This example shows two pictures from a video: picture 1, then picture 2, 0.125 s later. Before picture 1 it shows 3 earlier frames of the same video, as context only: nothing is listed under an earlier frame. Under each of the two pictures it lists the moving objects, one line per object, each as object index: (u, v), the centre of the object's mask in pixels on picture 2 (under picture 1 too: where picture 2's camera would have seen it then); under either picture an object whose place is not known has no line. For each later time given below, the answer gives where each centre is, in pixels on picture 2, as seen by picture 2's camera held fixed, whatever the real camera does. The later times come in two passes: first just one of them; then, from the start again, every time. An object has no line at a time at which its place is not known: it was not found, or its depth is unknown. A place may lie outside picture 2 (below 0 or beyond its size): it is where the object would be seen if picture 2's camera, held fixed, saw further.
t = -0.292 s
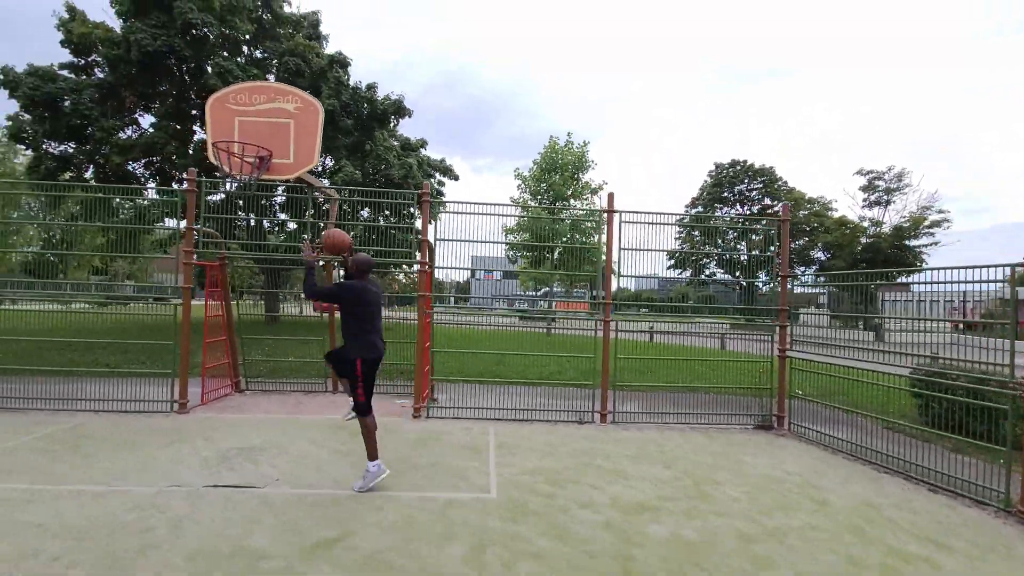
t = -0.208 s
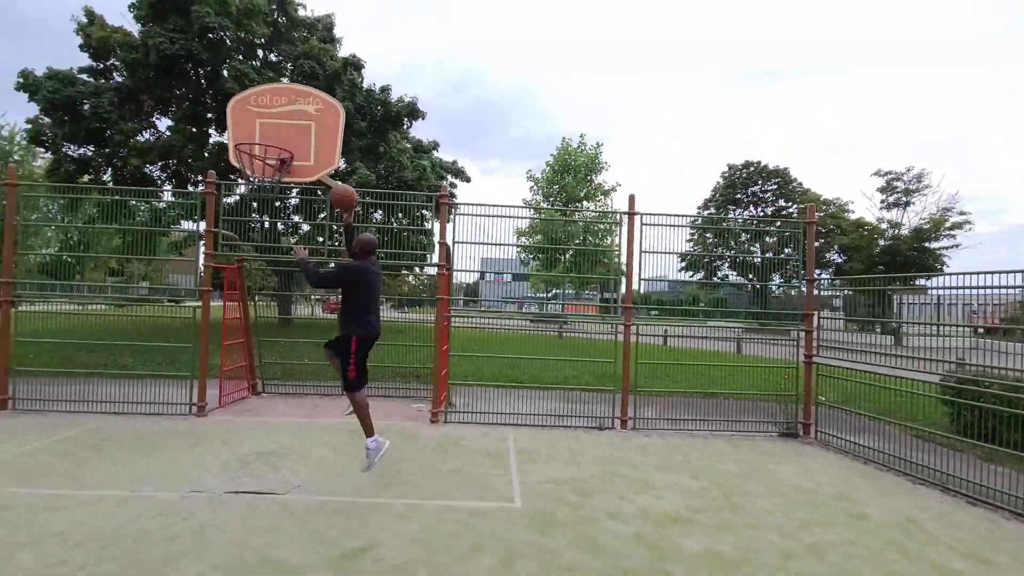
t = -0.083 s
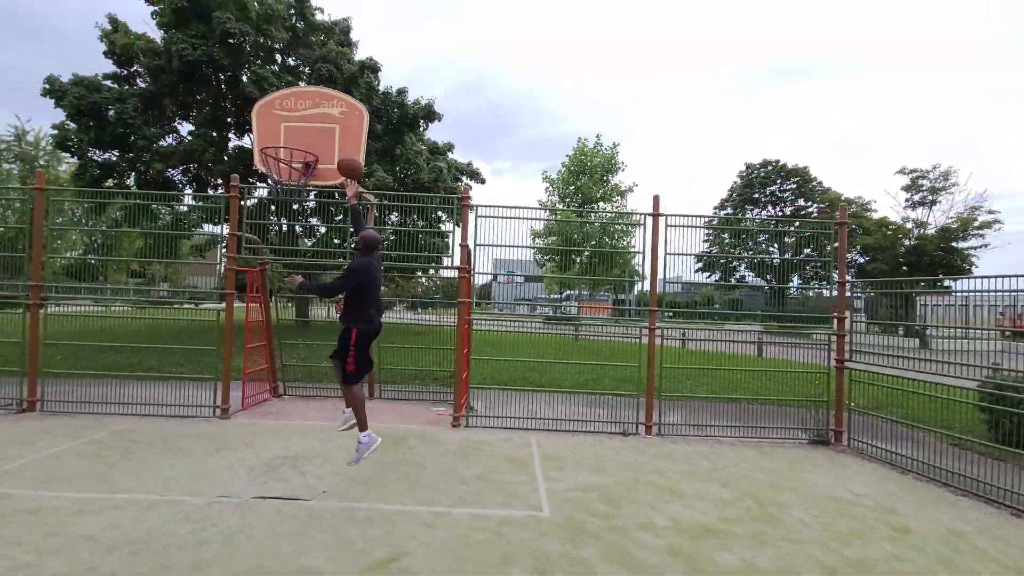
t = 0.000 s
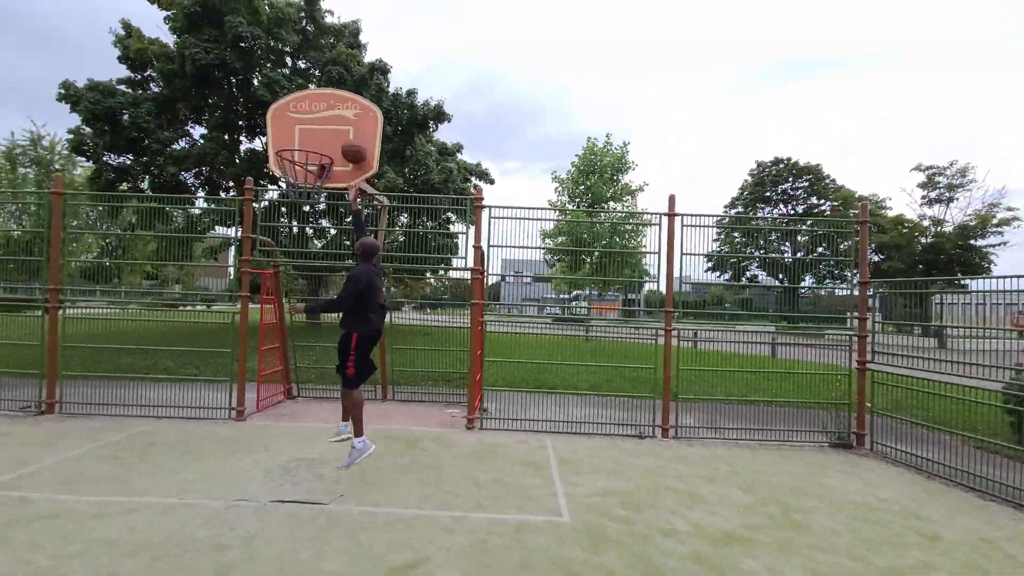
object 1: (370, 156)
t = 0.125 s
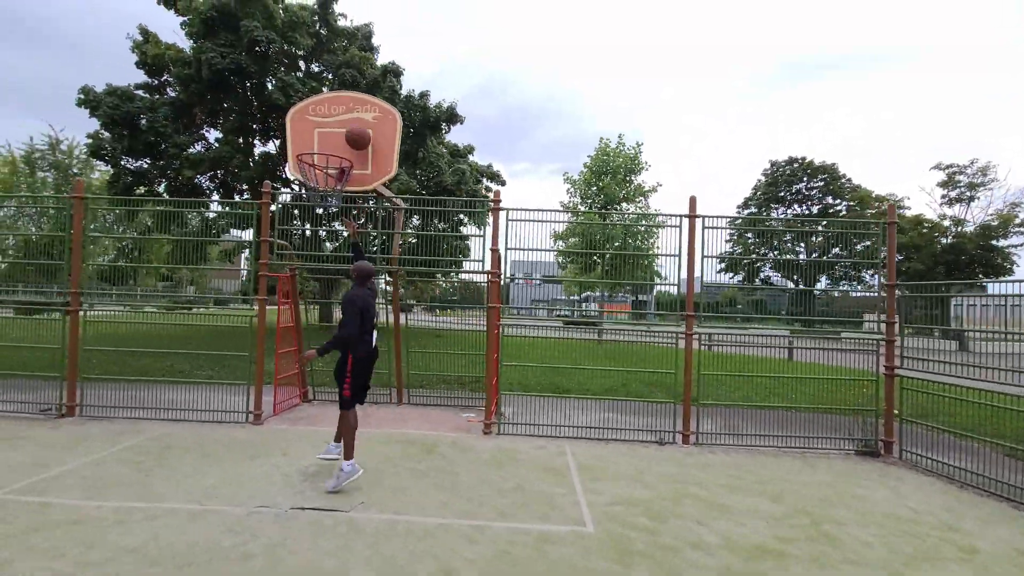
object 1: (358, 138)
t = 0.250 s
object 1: (345, 134)
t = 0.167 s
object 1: (353, 136)
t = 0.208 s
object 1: (349, 133)
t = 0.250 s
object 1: (345, 134)
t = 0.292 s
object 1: (340, 136)
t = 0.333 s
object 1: (335, 139)
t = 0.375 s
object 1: (330, 143)
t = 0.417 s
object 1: (326, 150)
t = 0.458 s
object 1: (321, 159)
